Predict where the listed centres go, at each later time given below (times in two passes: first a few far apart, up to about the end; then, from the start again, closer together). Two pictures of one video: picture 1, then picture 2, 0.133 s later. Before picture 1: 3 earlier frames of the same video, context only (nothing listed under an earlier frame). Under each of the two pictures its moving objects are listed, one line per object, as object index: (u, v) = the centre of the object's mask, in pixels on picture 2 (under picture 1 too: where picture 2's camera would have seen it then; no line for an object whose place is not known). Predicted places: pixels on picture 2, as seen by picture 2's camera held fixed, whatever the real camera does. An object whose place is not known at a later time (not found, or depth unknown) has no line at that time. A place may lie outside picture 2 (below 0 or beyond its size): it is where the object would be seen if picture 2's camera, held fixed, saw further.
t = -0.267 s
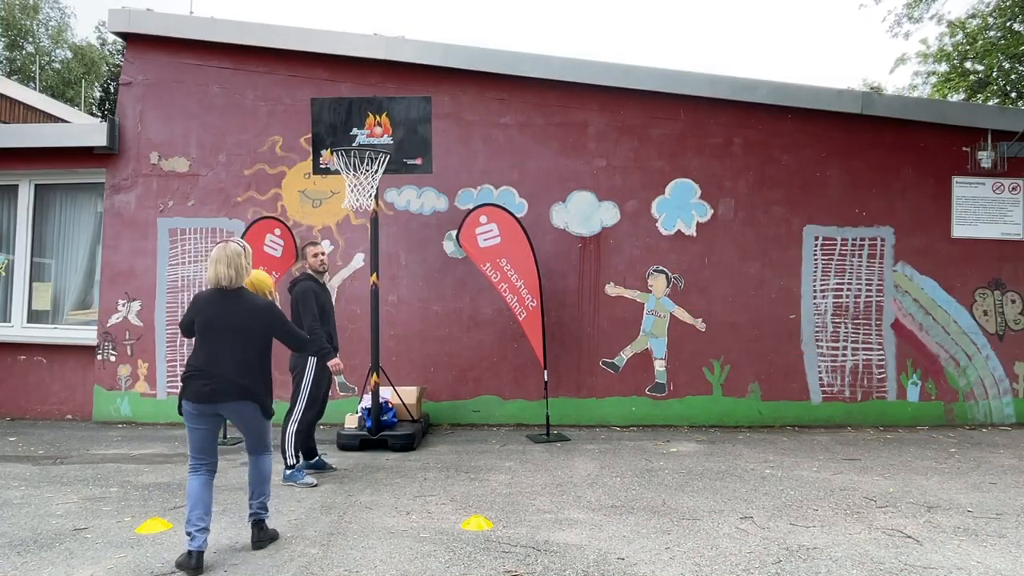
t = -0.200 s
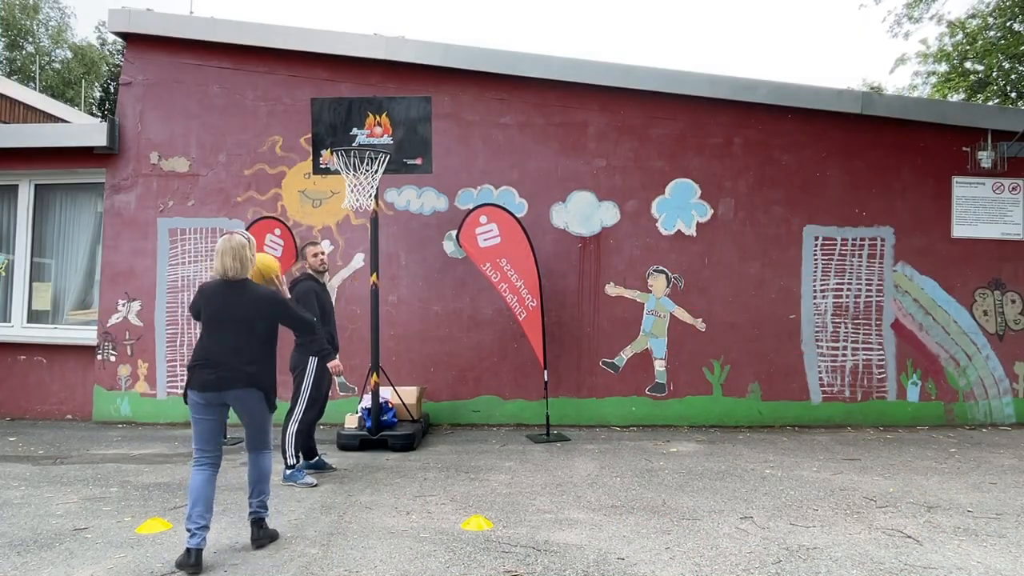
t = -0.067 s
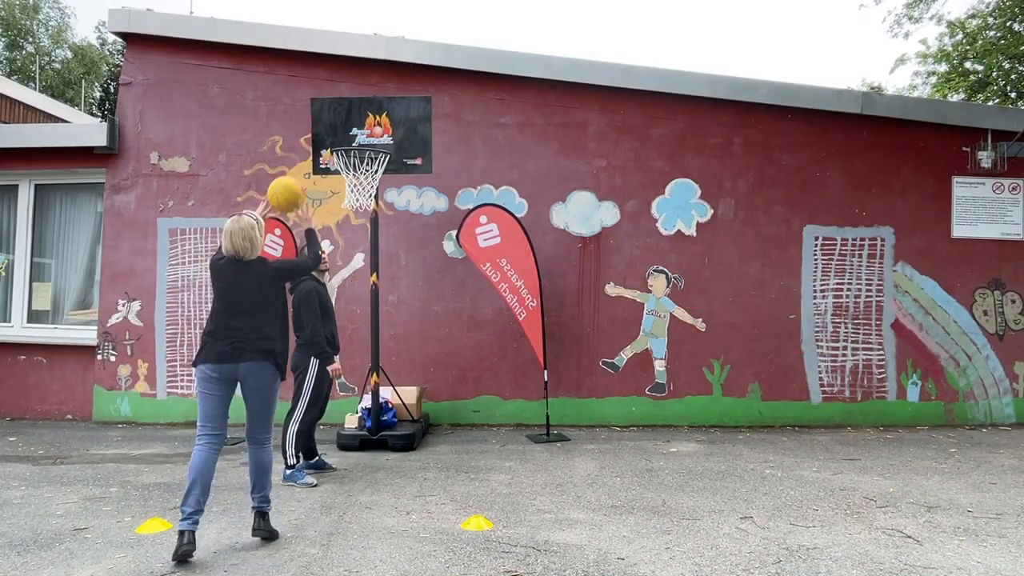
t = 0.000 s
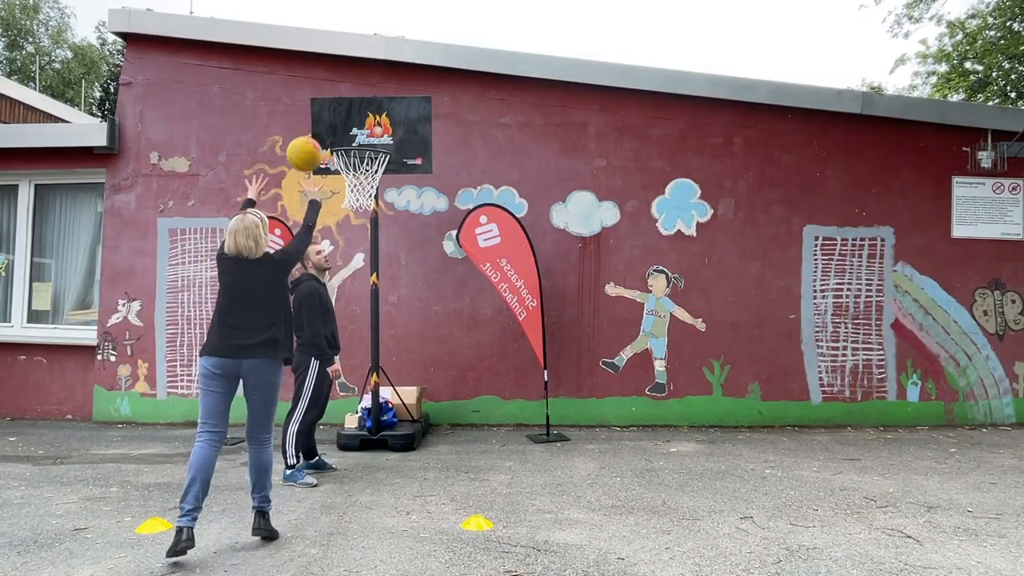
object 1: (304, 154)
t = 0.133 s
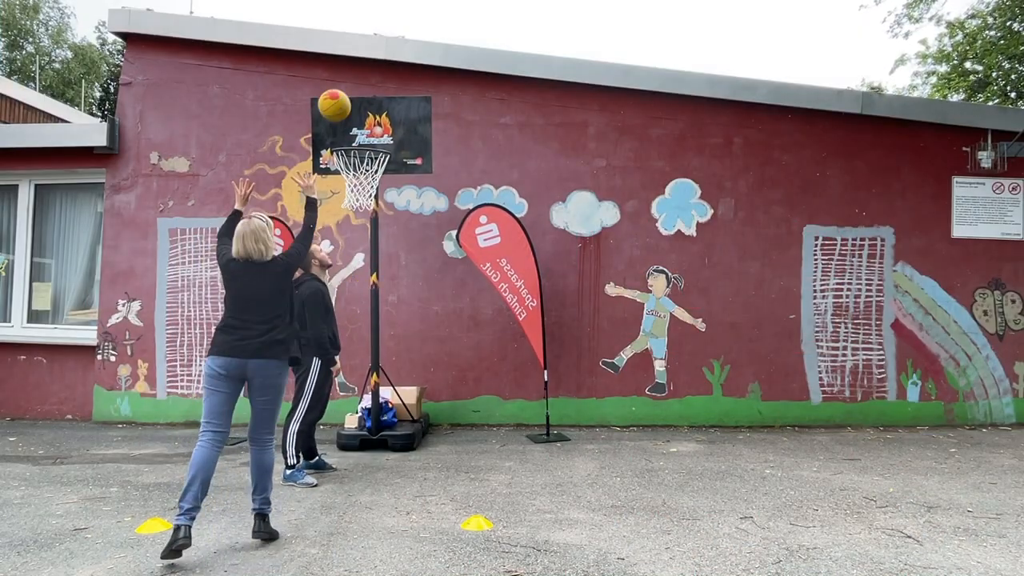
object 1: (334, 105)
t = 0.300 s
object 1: (362, 88)
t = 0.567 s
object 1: (391, 127)
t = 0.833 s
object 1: (348, 130)
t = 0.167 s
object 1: (340, 98)
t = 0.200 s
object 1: (346, 93)
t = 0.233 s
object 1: (352, 90)
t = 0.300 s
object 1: (362, 88)
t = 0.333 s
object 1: (366, 89)
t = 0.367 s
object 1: (371, 92)
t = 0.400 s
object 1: (375, 95)
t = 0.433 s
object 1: (379, 100)
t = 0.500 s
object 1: (386, 112)
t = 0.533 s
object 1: (389, 121)
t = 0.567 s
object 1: (391, 127)
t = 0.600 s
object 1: (388, 132)
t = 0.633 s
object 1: (386, 138)
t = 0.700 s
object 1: (376, 139)
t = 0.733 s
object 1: (370, 139)
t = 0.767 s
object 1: (362, 138)
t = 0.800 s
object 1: (355, 133)
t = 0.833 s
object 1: (348, 130)
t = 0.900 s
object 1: (333, 127)
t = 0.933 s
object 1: (325, 128)
